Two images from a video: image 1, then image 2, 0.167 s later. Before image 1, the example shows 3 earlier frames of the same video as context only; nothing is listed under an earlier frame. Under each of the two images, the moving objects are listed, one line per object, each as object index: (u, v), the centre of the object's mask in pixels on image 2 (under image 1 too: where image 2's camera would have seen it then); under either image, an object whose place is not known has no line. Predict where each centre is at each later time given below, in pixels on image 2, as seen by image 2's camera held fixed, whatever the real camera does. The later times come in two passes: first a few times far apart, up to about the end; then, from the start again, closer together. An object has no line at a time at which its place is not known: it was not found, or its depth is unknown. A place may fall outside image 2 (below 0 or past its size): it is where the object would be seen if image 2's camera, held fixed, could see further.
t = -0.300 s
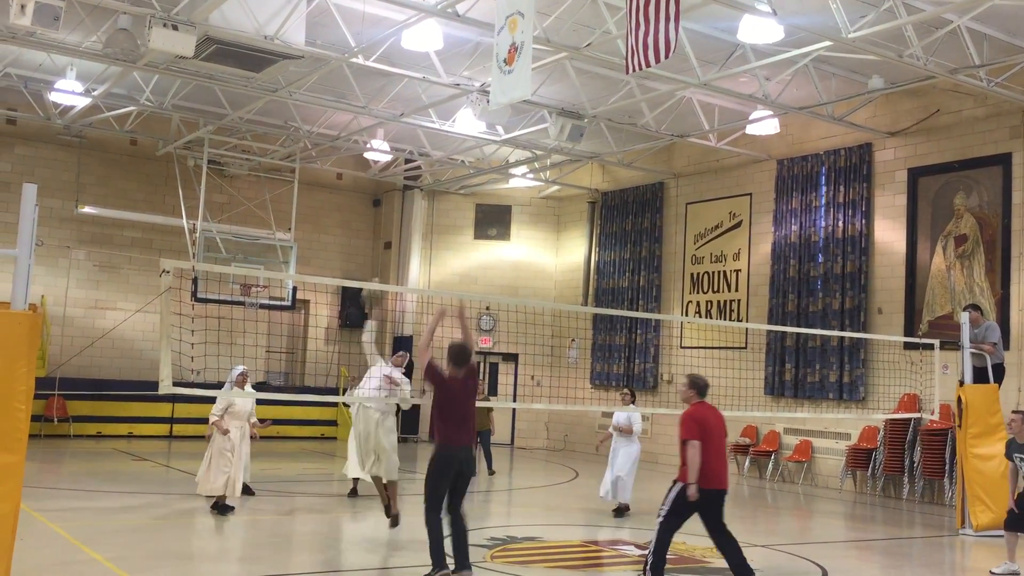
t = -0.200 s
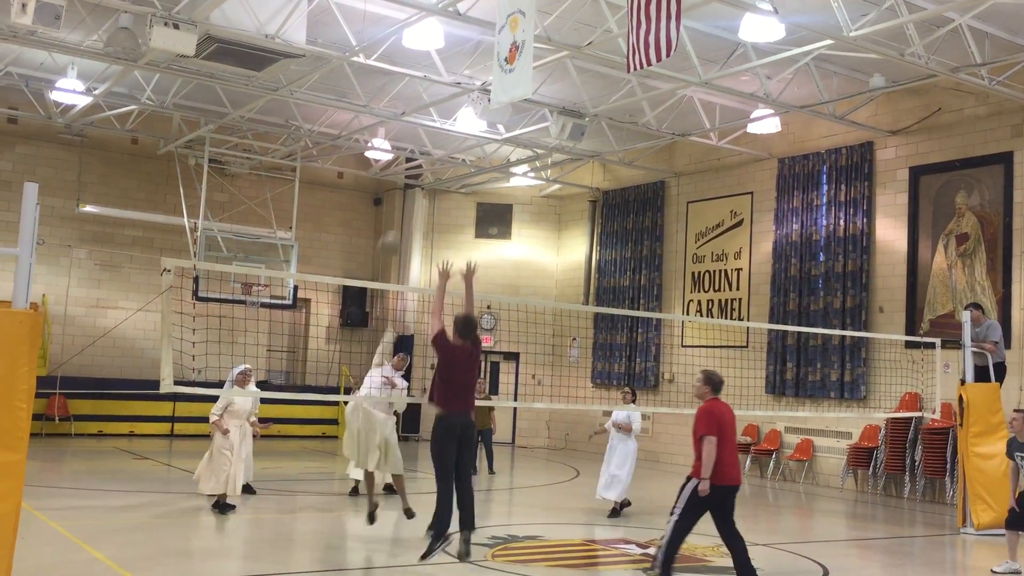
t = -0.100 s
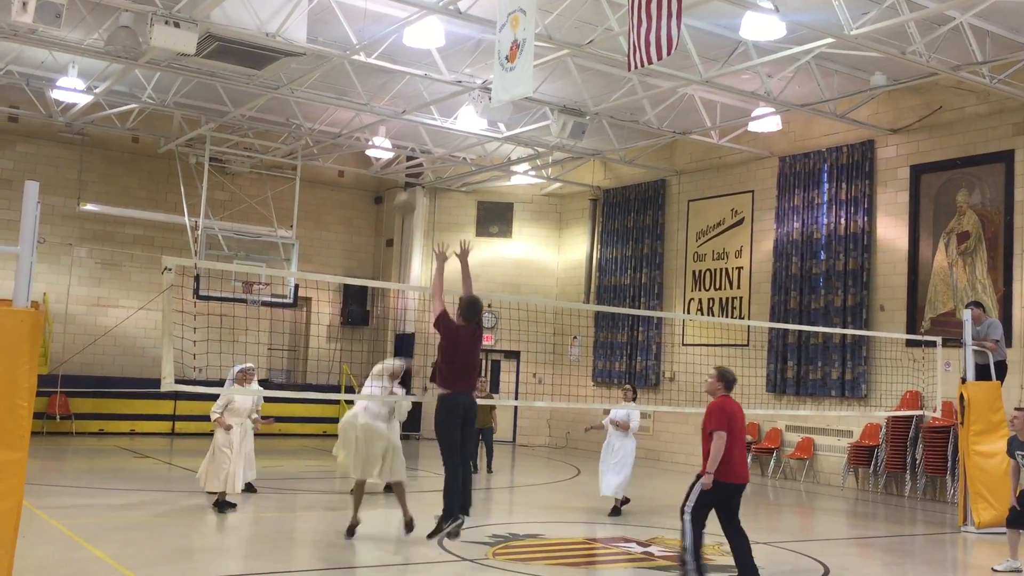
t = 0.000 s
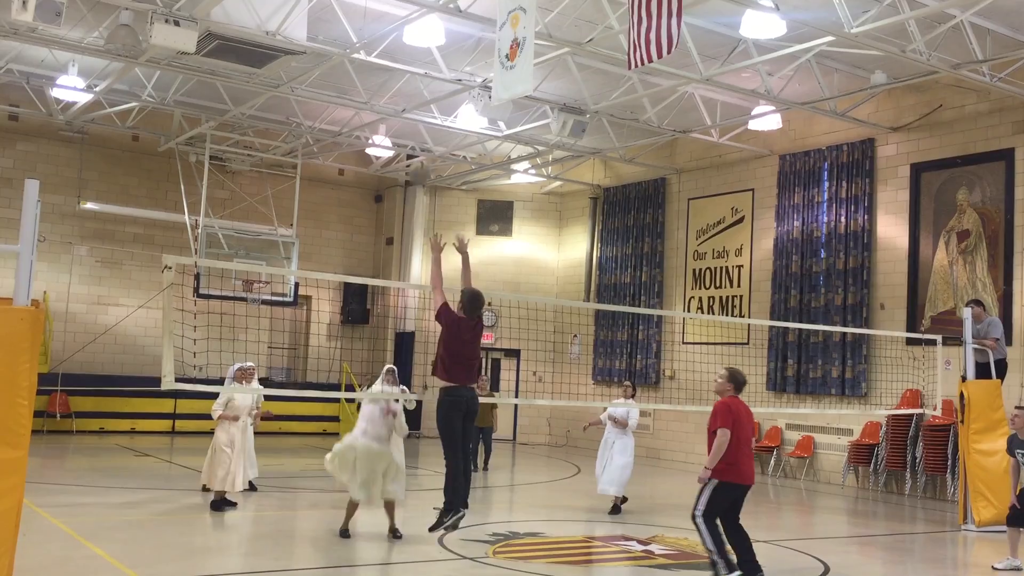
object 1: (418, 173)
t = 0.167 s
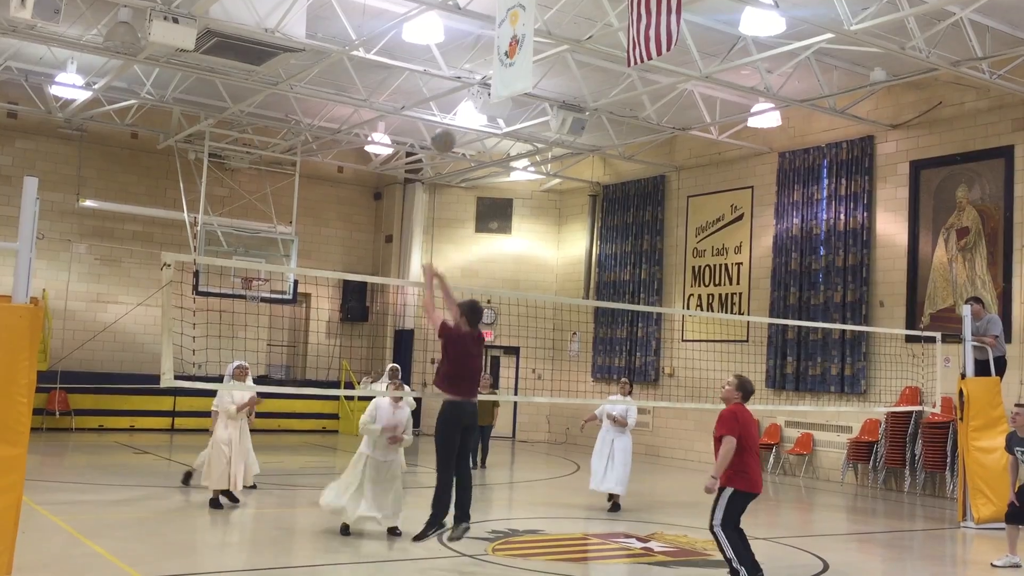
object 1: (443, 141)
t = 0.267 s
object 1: (457, 137)
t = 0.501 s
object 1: (493, 174)
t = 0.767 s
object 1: (537, 322)
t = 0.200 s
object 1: (448, 138)
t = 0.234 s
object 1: (453, 137)
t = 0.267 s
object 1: (457, 137)
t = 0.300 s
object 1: (462, 138)
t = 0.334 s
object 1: (467, 140)
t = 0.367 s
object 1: (472, 144)
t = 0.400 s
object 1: (477, 149)
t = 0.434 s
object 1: (482, 156)
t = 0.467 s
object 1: (487, 164)
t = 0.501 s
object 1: (493, 174)
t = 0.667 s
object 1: (519, 253)
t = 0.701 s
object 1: (526, 274)
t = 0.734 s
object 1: (531, 296)
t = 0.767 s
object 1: (537, 322)
